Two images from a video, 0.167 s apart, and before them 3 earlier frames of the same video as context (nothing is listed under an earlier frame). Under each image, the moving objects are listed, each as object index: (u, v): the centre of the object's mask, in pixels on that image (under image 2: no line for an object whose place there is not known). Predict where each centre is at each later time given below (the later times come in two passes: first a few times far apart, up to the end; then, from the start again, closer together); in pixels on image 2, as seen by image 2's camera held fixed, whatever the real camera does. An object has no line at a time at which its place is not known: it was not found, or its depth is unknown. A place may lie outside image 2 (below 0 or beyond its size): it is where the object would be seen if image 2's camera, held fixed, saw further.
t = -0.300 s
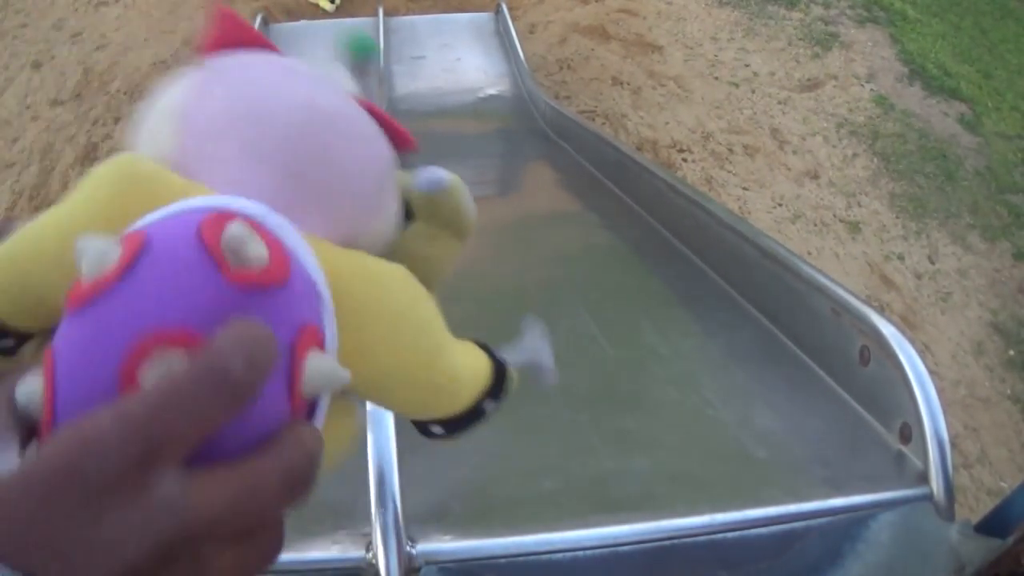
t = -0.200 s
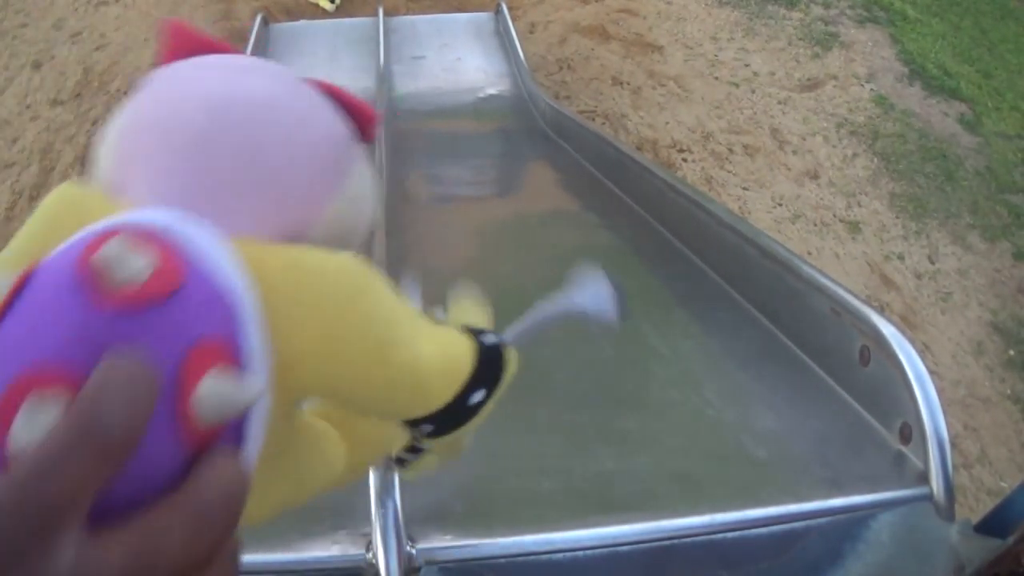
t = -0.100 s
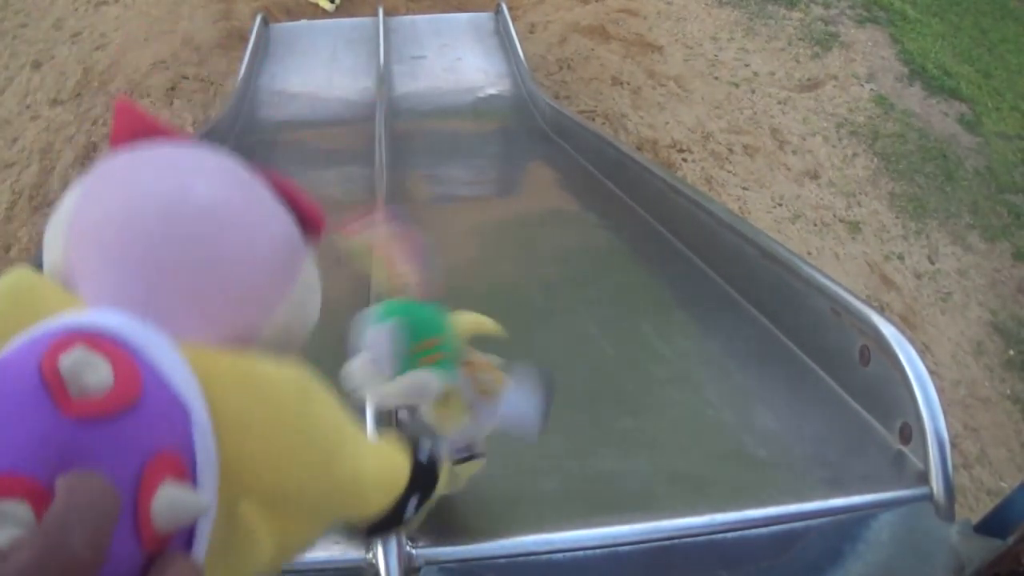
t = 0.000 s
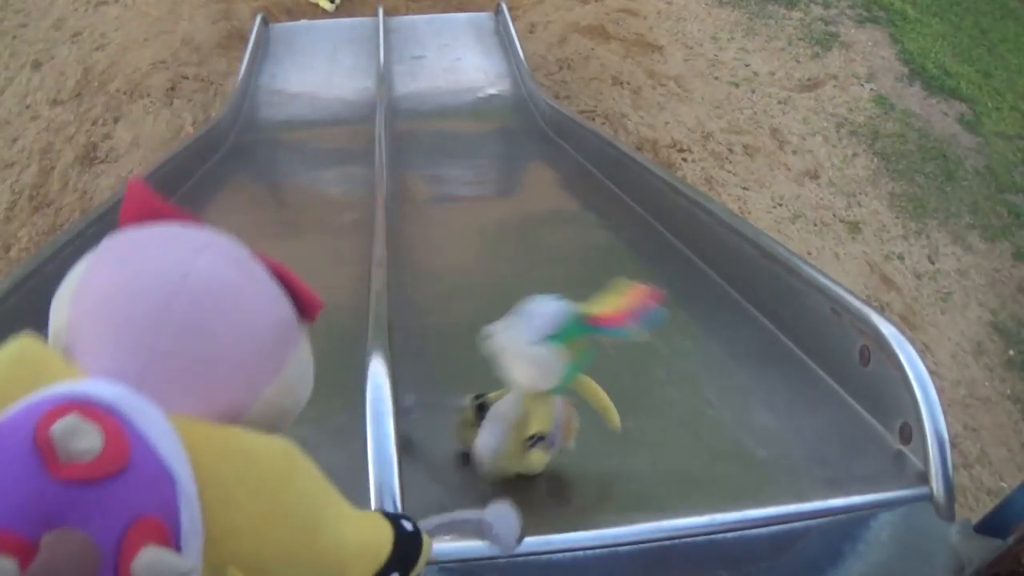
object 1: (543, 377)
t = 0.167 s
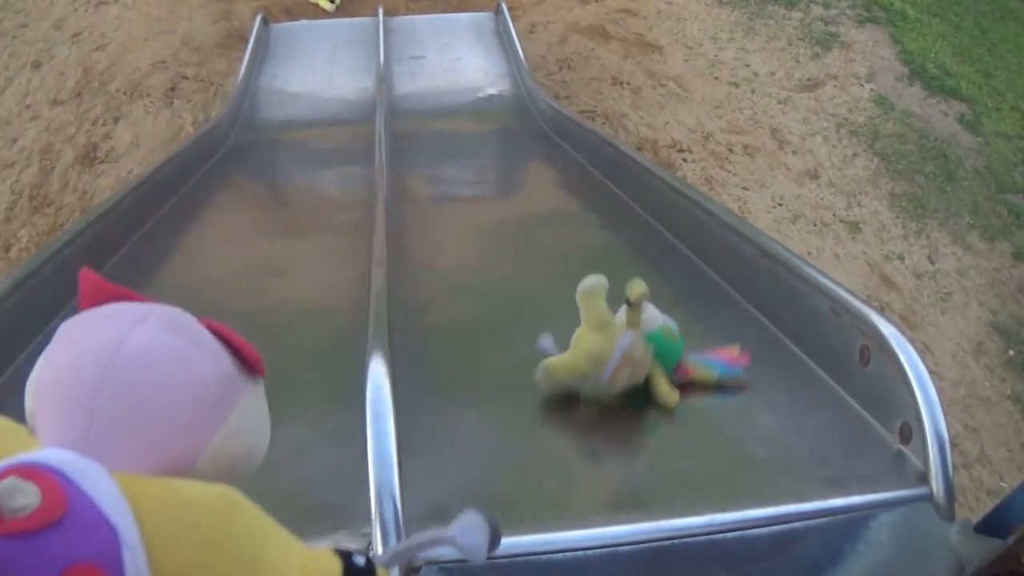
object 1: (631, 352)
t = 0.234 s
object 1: (631, 317)
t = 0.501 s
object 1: (596, 220)
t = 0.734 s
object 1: (537, 160)
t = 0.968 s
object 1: (500, 114)
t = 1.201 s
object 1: (475, 51)
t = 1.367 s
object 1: (462, 10)
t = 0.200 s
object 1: (632, 334)
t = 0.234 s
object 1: (631, 317)
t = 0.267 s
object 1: (633, 302)
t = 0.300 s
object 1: (633, 288)
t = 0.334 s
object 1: (631, 273)
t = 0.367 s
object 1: (629, 260)
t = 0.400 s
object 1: (623, 249)
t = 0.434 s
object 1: (615, 238)
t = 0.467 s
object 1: (606, 228)
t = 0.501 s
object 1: (596, 220)
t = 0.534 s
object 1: (588, 210)
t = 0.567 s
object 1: (580, 201)
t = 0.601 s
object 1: (570, 191)
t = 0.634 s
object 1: (561, 183)
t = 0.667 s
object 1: (552, 175)
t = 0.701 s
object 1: (544, 168)
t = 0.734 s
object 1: (537, 160)
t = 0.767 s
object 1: (531, 151)
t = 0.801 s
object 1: (525, 143)
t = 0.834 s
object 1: (520, 137)
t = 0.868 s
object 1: (515, 131)
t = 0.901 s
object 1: (510, 125)
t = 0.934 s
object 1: (505, 120)
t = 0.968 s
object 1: (500, 114)
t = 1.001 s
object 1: (495, 106)
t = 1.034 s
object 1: (492, 98)
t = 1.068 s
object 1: (488, 90)
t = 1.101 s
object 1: (485, 81)
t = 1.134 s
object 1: (482, 70)
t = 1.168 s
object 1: (479, 61)
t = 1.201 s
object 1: (475, 51)
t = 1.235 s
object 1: (472, 40)
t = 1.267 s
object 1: (469, 31)
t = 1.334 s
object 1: (465, 15)
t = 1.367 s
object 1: (462, 10)
